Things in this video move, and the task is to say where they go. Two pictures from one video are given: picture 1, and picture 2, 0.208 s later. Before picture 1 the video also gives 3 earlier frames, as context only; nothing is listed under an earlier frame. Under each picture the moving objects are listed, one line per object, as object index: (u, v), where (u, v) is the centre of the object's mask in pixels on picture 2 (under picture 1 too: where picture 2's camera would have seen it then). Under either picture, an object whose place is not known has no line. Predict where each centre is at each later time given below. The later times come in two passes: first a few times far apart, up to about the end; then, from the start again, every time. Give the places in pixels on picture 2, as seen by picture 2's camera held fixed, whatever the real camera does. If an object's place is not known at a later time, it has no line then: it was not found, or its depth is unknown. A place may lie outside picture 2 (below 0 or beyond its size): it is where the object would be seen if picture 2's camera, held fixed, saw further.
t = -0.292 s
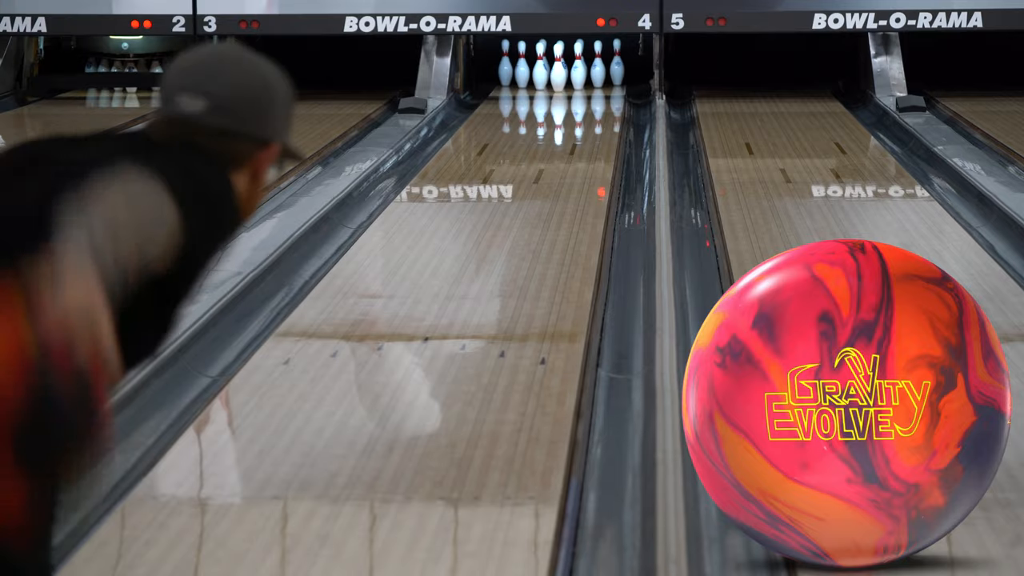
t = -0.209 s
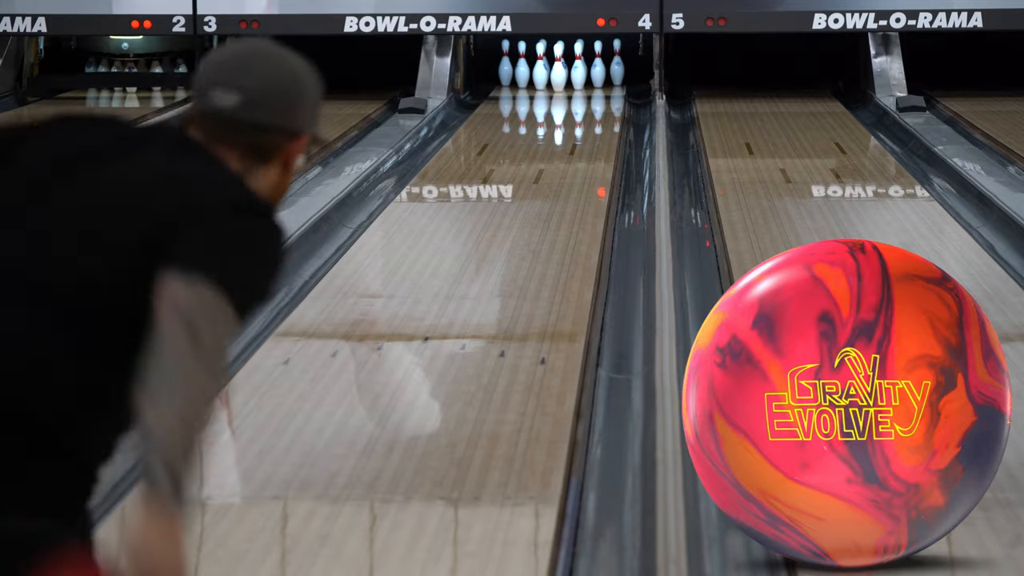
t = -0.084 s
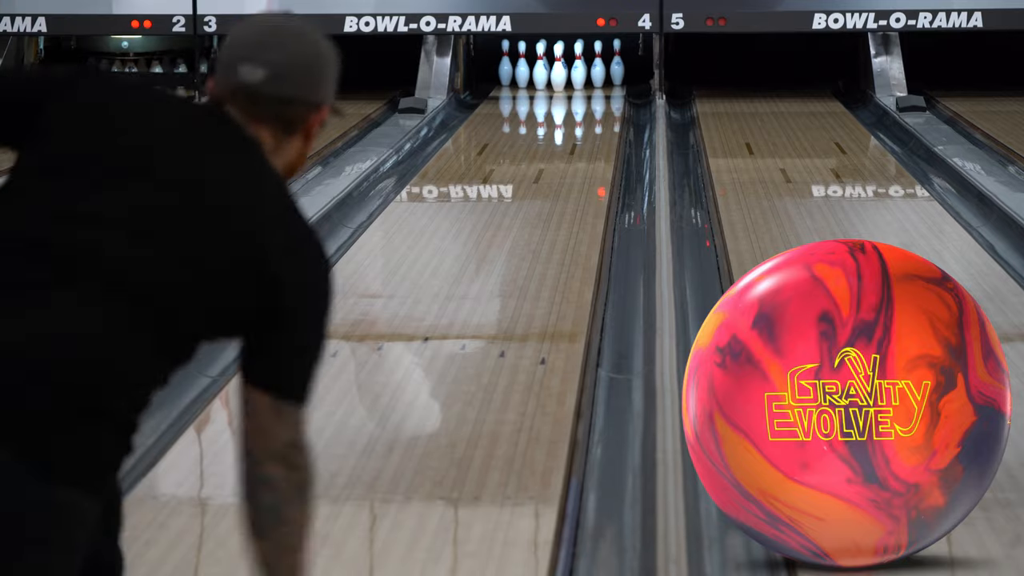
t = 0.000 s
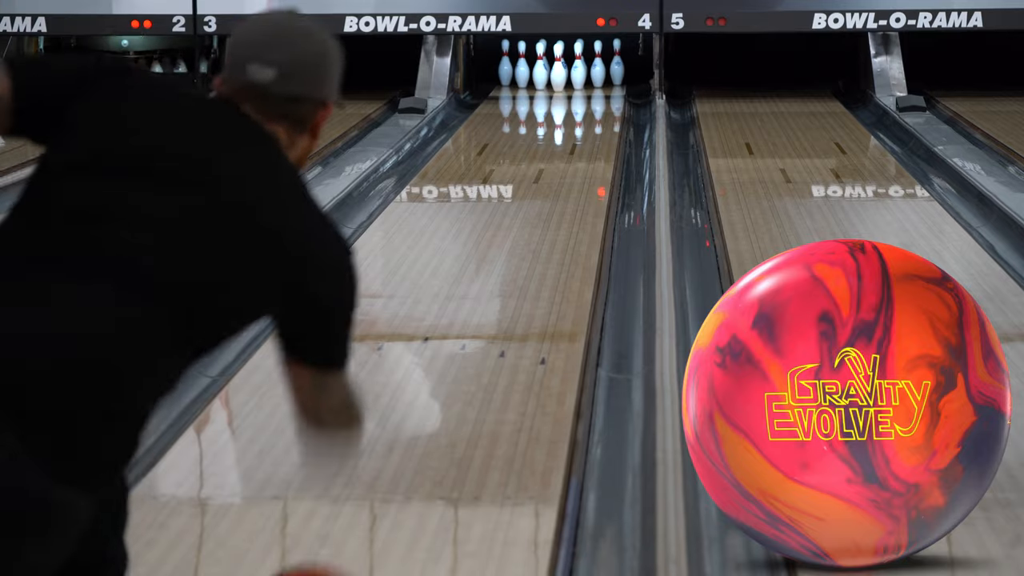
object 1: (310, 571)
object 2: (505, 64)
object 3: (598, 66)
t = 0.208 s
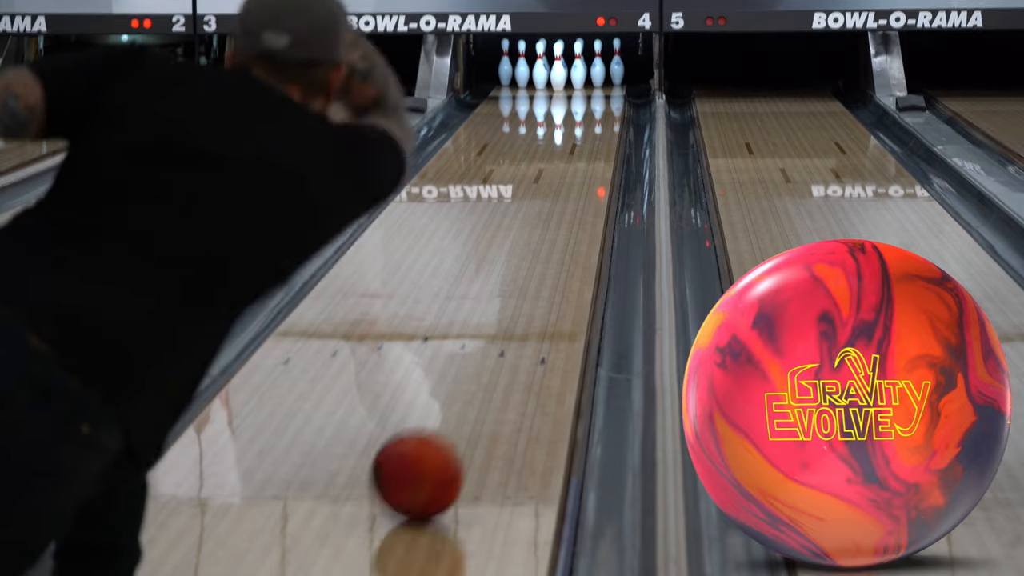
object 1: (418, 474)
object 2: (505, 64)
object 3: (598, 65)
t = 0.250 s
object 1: (432, 449)
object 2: (505, 64)
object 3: (598, 66)
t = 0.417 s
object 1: (481, 365)
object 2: (505, 64)
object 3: (598, 66)
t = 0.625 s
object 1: (523, 292)
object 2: (505, 65)
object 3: (597, 66)
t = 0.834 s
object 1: (552, 239)
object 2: (505, 64)
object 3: (598, 66)
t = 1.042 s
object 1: (571, 200)
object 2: (505, 64)
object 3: (597, 66)
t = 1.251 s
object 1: (583, 169)
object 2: (505, 64)
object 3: (598, 66)
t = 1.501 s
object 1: (591, 141)
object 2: (505, 64)
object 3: (598, 66)
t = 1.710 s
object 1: (592, 123)
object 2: (505, 64)
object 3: (598, 66)
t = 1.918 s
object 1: (589, 108)
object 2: (505, 64)
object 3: (598, 66)
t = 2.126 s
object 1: (580, 95)
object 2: (505, 64)
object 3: (598, 66)
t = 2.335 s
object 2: (505, 64)
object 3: (598, 66)
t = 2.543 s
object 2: (505, 64)
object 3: (598, 66)
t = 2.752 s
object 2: (505, 64)
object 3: (599, 48)
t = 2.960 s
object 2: (514, 64)
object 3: (597, 67)
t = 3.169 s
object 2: (525, 68)
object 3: (597, 66)
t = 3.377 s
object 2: (536, 74)
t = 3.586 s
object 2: (545, 78)
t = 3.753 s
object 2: (550, 79)
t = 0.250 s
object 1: (432, 449)
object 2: (505, 64)
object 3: (598, 66)
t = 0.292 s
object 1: (446, 426)
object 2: (505, 64)
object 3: (598, 66)
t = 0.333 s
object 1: (459, 404)
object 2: (505, 64)
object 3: (598, 66)
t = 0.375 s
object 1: (470, 383)
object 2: (505, 65)
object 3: (598, 66)
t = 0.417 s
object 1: (481, 365)
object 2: (505, 64)
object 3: (598, 66)
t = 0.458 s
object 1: (491, 349)
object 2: (505, 64)
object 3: (598, 66)
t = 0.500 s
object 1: (500, 333)
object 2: (505, 64)
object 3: (598, 66)
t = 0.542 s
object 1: (508, 318)
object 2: (505, 65)
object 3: (598, 66)
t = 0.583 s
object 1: (516, 305)
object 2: (505, 65)
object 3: (598, 66)
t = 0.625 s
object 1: (523, 292)
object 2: (505, 65)
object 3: (597, 66)
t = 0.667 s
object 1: (530, 281)
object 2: (505, 65)
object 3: (598, 66)
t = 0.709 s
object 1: (536, 269)
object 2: (505, 65)
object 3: (598, 66)
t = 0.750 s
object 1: (541, 259)
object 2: (505, 64)
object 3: (598, 66)
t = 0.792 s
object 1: (547, 249)
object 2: (505, 64)
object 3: (598, 66)
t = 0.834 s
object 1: (552, 239)
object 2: (505, 64)
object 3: (598, 66)
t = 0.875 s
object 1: (556, 231)
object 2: (505, 64)
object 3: (598, 66)
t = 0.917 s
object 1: (560, 222)
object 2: (505, 64)
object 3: (598, 66)
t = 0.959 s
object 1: (564, 214)
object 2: (505, 64)
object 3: (598, 66)
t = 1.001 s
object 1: (568, 207)
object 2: (505, 64)
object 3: (597, 66)
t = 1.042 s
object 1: (571, 200)
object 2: (505, 64)
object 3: (597, 66)
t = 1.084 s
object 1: (574, 193)
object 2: (505, 64)
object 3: (598, 66)
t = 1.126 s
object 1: (577, 186)
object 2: (505, 64)
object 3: (598, 66)
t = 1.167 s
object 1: (579, 181)
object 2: (505, 64)
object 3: (598, 66)
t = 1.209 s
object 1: (581, 175)
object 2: (505, 64)
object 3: (598, 66)
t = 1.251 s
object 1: (583, 169)
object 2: (505, 64)
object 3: (598, 66)
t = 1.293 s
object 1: (585, 164)
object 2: (505, 64)
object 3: (598, 66)
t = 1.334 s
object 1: (586, 159)
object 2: (505, 64)
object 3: (597, 66)
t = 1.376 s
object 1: (588, 155)
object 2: (505, 64)
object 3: (597, 66)
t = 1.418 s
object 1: (589, 150)
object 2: (505, 64)
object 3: (598, 66)
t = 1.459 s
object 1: (590, 146)
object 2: (505, 64)
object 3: (598, 66)
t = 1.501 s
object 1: (591, 141)
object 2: (505, 64)
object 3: (598, 66)
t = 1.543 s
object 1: (591, 137)
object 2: (505, 64)
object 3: (598, 66)
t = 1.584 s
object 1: (592, 133)
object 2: (505, 64)
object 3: (598, 66)
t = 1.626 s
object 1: (592, 130)
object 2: (505, 64)
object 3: (598, 66)
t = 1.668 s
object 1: (592, 126)
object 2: (505, 64)
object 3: (598, 66)
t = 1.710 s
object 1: (592, 123)
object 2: (505, 64)
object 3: (598, 66)
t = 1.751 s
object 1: (592, 120)
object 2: (505, 64)
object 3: (598, 66)
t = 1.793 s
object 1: (591, 116)
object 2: (505, 64)
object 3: (598, 66)
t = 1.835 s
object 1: (590, 114)
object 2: (505, 64)
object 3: (598, 66)
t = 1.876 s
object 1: (590, 110)
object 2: (505, 64)
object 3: (598, 66)
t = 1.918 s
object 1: (589, 108)
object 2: (505, 64)
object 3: (598, 66)
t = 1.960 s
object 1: (587, 105)
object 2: (505, 64)
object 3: (598, 66)
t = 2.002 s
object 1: (586, 103)
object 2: (505, 64)
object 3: (598, 66)
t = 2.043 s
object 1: (584, 100)
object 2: (505, 64)
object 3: (598, 66)
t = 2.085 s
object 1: (582, 97)
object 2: (505, 64)
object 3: (598, 66)
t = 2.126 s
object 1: (580, 95)
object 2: (505, 64)
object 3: (598, 66)
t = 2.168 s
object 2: (505, 64)
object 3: (598, 66)
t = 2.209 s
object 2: (505, 64)
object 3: (598, 66)
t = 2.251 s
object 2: (505, 64)
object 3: (598, 66)
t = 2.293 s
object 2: (505, 64)
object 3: (598, 66)
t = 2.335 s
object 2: (505, 64)
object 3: (598, 66)
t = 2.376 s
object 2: (505, 64)
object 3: (598, 66)
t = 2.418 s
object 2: (505, 64)
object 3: (598, 66)
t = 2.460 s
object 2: (505, 64)
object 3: (598, 66)
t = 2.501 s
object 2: (505, 64)
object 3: (598, 66)
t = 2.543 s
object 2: (505, 64)
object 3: (598, 66)
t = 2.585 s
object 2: (503, 61)
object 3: (598, 66)
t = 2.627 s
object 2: (505, 51)
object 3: (598, 65)
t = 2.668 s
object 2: (505, 55)
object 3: (599, 62)
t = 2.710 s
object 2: (505, 65)
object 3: (599, 57)
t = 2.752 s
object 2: (505, 64)
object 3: (599, 48)
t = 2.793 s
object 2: (507, 64)
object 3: (596, 67)
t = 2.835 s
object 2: (509, 64)
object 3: (596, 73)
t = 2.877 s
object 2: (510, 64)
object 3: (597, 68)
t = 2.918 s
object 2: (513, 64)
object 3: (597, 68)
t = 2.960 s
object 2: (514, 64)
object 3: (597, 67)
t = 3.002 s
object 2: (516, 65)
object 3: (597, 66)
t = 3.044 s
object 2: (518, 65)
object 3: (597, 65)
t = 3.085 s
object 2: (520, 65)
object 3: (597, 64)
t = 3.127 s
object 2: (522, 66)
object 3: (597, 65)
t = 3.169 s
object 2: (525, 68)
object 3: (597, 66)
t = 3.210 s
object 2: (527, 72)
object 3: (597, 66)
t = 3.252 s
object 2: (531, 77)
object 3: (597, 67)
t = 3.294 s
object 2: (532, 78)
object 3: (597, 69)
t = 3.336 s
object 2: (534, 75)
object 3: (598, 70)
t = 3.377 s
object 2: (536, 74)
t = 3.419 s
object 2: (537, 74)
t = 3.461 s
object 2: (540, 75)
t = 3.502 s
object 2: (542, 78)
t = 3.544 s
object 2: (543, 79)
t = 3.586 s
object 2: (545, 78)
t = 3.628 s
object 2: (546, 77)
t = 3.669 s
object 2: (547, 77)
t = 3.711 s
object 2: (548, 78)
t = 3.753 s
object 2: (550, 79)
